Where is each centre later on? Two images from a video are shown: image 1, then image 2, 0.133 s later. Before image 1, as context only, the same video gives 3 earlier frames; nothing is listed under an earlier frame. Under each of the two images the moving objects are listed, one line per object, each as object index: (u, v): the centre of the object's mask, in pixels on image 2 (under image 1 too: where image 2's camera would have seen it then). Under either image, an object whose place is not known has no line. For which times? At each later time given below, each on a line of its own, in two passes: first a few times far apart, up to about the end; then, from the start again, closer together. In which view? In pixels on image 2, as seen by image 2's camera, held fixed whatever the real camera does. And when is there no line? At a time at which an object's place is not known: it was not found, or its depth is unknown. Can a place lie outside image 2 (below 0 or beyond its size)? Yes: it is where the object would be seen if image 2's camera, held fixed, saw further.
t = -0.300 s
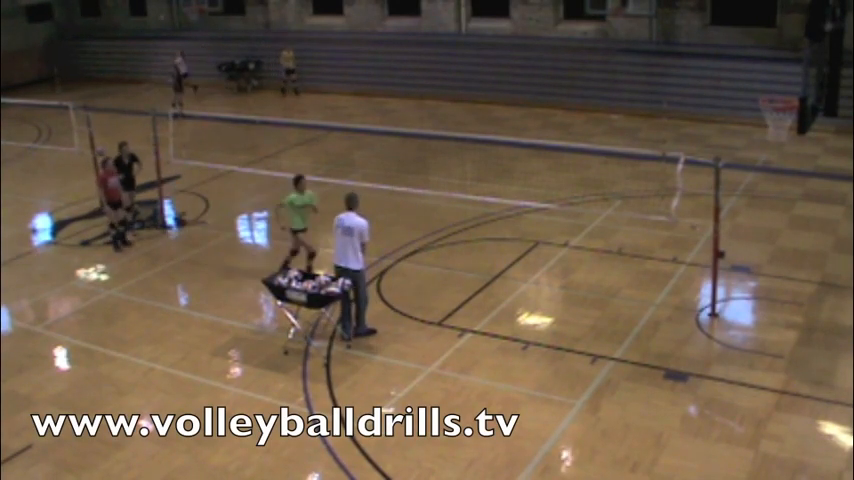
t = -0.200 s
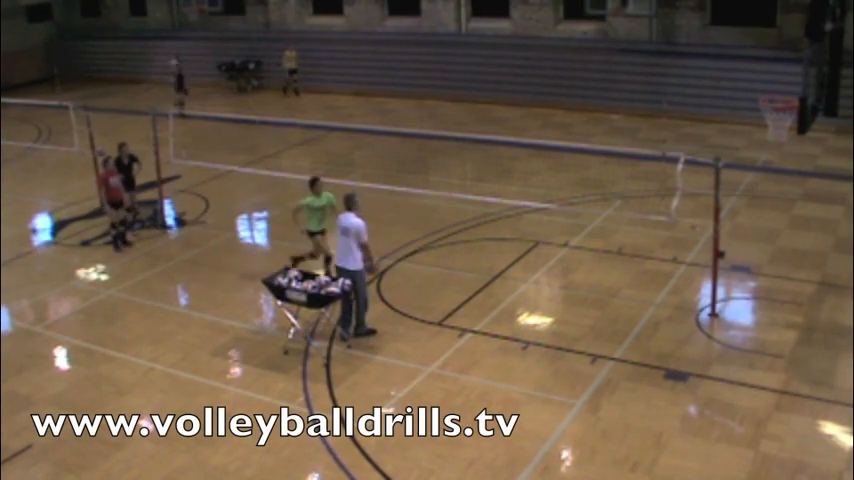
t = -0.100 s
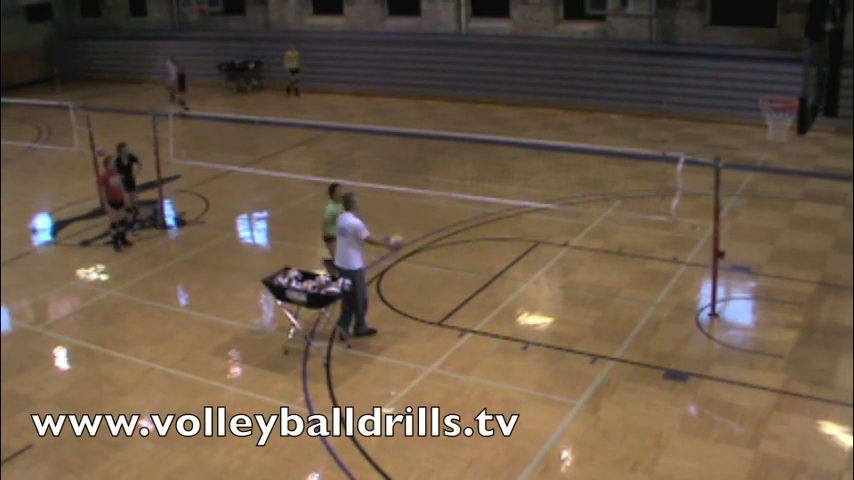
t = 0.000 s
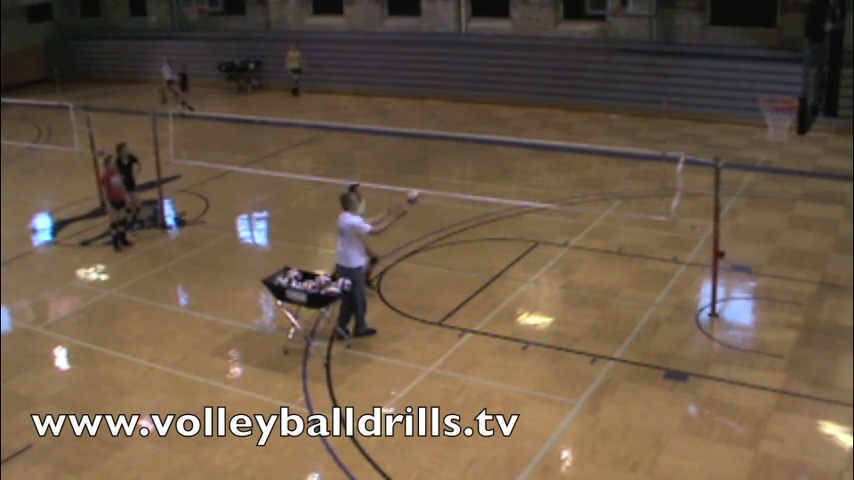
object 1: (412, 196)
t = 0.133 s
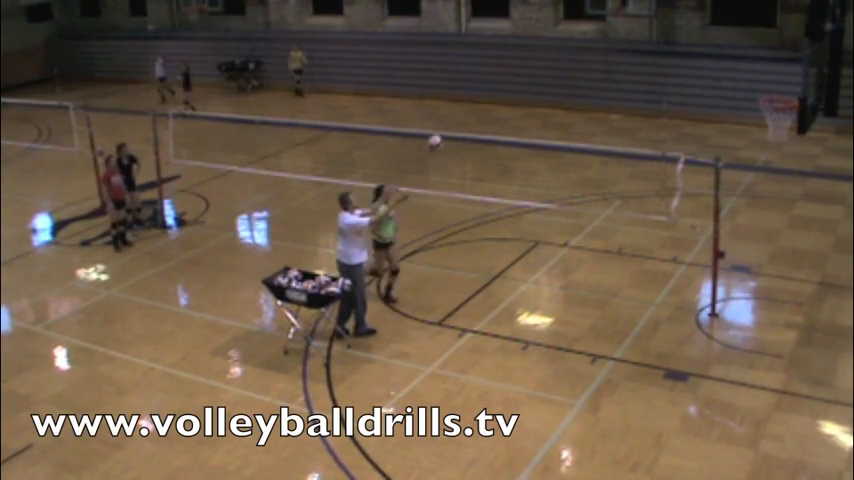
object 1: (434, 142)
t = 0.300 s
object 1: (461, 94)
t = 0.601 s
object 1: (510, 60)
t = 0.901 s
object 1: (557, 92)
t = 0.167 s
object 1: (440, 129)
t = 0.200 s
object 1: (445, 120)
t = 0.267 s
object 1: (456, 102)
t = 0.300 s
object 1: (461, 94)
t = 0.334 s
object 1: (467, 87)
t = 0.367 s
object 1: (472, 81)
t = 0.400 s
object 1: (477, 74)
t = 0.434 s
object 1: (483, 70)
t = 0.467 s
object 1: (488, 67)
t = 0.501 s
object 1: (493, 64)
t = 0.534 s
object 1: (499, 62)
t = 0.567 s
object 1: (504, 61)
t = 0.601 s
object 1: (510, 60)
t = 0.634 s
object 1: (515, 60)
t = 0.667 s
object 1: (520, 62)
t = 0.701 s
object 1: (526, 64)
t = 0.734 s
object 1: (531, 67)
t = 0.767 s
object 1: (536, 70)
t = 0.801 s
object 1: (542, 74)
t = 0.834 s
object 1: (547, 80)
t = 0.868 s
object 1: (552, 86)
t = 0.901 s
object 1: (557, 92)
